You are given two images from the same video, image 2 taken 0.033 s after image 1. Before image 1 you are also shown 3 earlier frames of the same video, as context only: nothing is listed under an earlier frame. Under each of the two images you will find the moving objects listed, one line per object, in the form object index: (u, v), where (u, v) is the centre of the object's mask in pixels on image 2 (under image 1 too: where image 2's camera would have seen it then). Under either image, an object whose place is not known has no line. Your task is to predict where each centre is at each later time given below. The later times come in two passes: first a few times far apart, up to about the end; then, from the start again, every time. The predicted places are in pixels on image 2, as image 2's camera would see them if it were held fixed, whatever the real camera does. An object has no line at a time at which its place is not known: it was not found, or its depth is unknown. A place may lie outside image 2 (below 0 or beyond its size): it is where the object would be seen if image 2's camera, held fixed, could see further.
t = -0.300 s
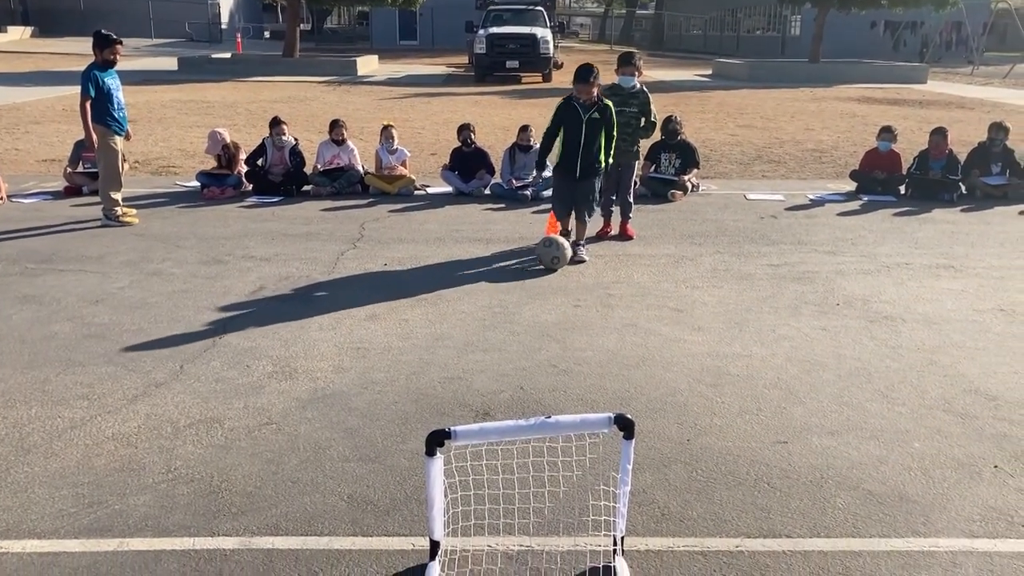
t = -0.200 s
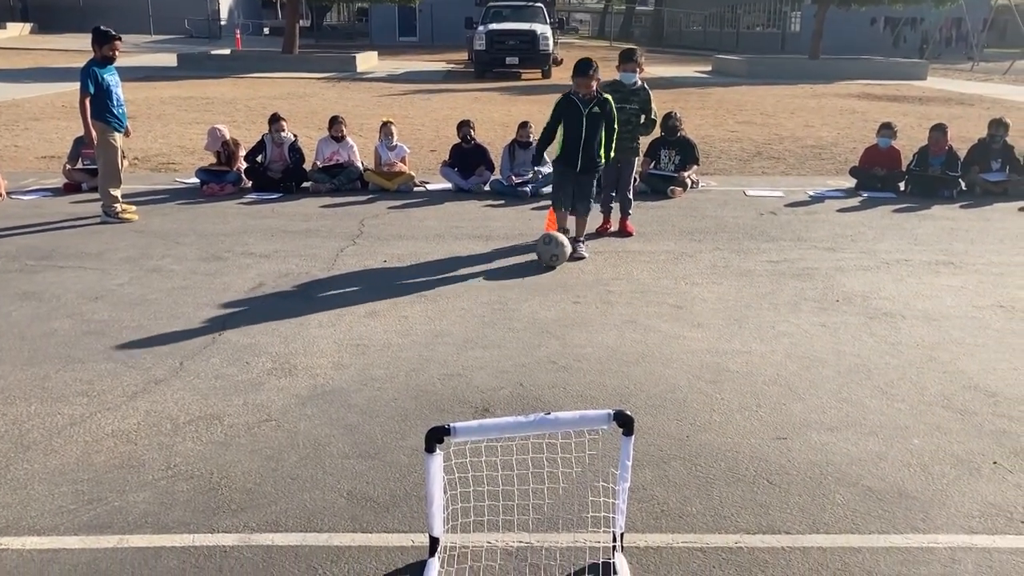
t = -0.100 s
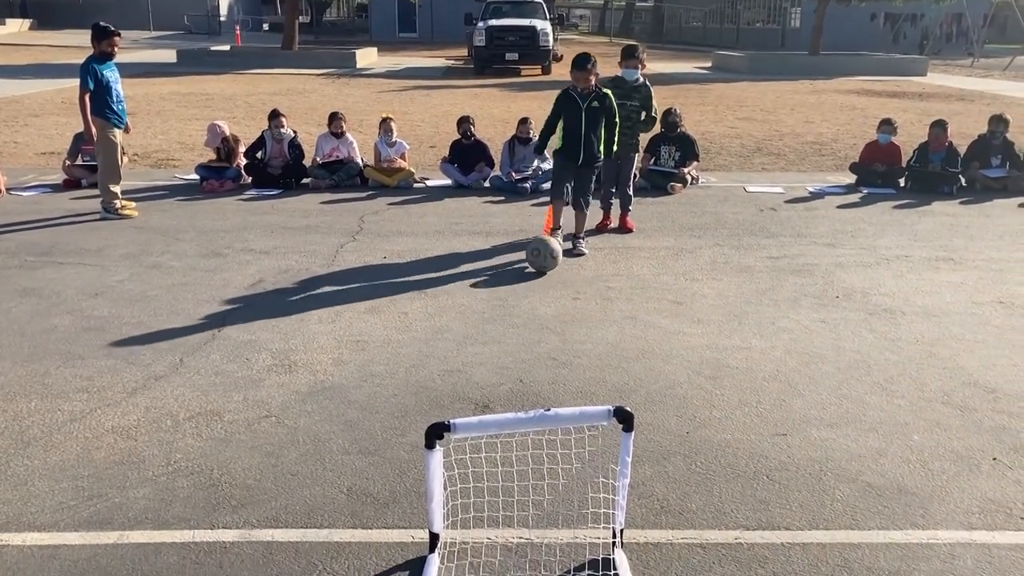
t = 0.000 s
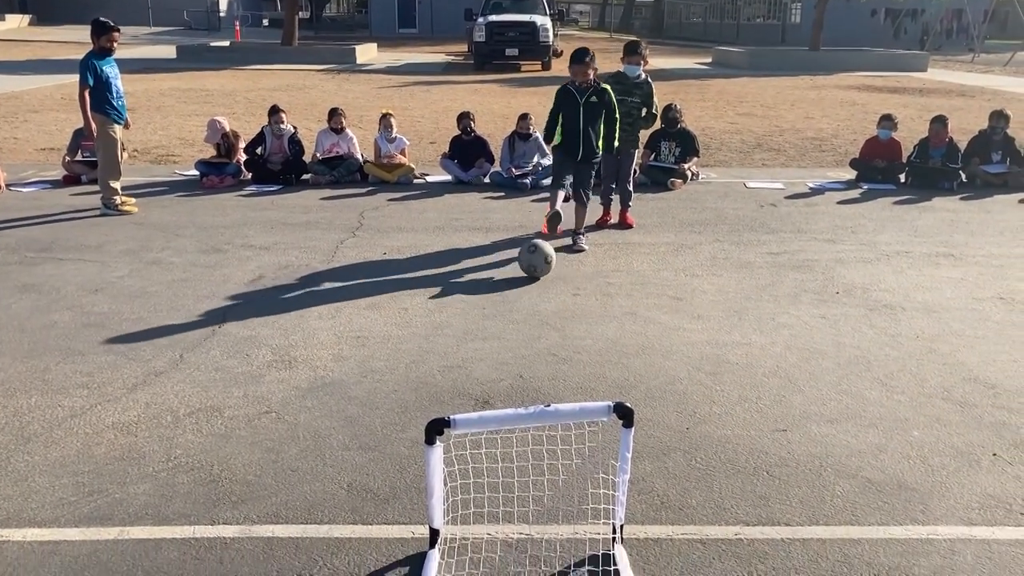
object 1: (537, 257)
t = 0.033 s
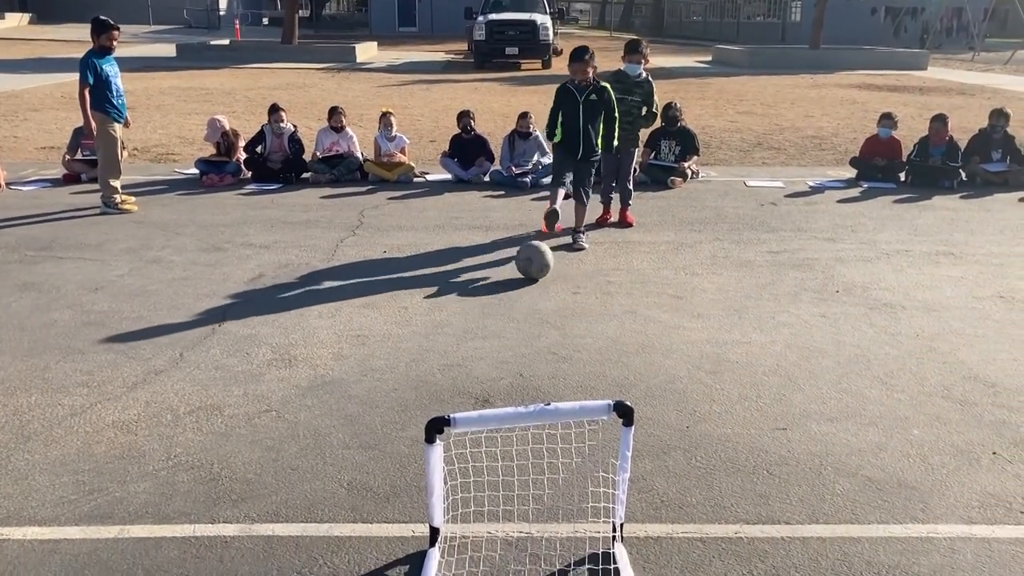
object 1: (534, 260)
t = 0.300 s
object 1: (512, 285)
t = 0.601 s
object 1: (481, 319)
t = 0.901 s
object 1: (438, 362)
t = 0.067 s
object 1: (532, 263)
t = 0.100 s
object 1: (529, 266)
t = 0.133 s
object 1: (527, 269)
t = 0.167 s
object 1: (524, 272)
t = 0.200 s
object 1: (521, 276)
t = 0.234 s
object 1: (518, 278)
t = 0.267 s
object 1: (516, 282)
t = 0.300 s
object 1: (512, 285)
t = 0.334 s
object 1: (509, 288)
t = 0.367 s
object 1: (506, 293)
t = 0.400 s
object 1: (503, 296)
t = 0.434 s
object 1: (500, 300)
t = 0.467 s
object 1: (496, 303)
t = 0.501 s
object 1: (492, 306)
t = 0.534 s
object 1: (489, 311)
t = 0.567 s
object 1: (485, 315)
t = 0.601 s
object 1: (481, 319)
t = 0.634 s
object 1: (477, 324)
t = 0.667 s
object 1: (473, 328)
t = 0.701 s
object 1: (468, 333)
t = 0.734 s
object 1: (464, 337)
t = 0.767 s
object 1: (459, 342)
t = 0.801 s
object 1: (454, 347)
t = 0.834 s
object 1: (449, 352)
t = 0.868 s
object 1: (444, 357)
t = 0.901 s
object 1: (438, 362)
